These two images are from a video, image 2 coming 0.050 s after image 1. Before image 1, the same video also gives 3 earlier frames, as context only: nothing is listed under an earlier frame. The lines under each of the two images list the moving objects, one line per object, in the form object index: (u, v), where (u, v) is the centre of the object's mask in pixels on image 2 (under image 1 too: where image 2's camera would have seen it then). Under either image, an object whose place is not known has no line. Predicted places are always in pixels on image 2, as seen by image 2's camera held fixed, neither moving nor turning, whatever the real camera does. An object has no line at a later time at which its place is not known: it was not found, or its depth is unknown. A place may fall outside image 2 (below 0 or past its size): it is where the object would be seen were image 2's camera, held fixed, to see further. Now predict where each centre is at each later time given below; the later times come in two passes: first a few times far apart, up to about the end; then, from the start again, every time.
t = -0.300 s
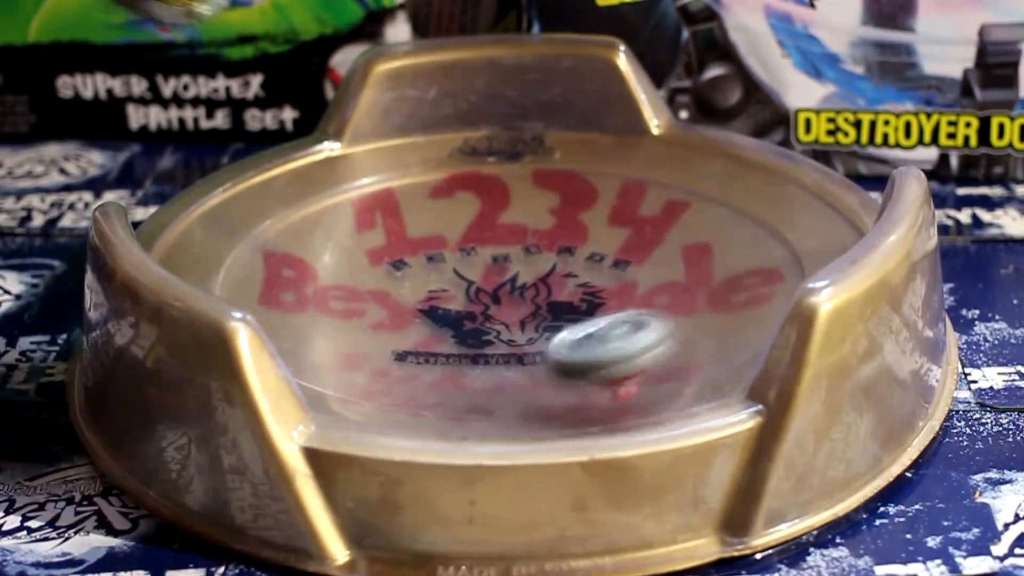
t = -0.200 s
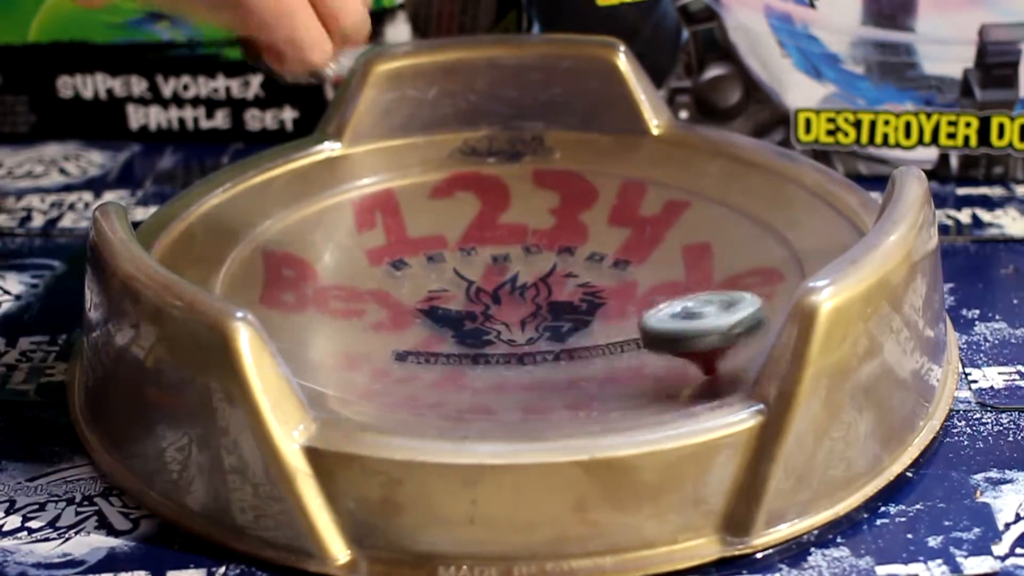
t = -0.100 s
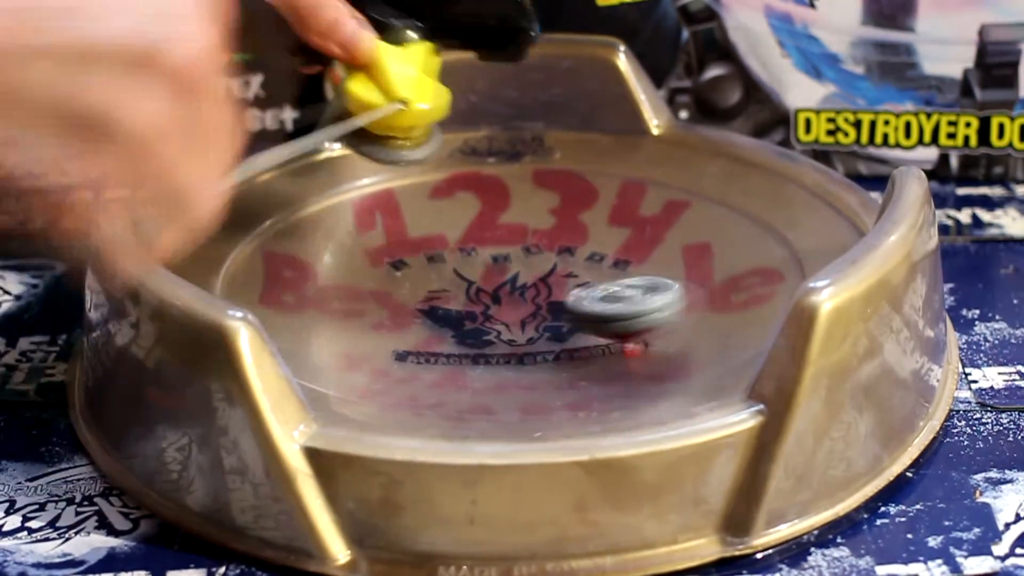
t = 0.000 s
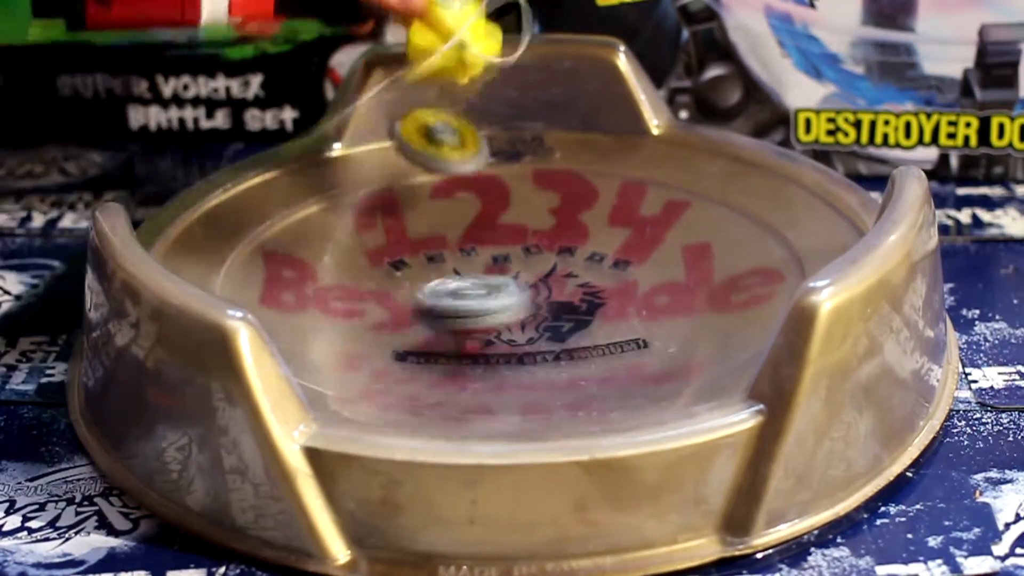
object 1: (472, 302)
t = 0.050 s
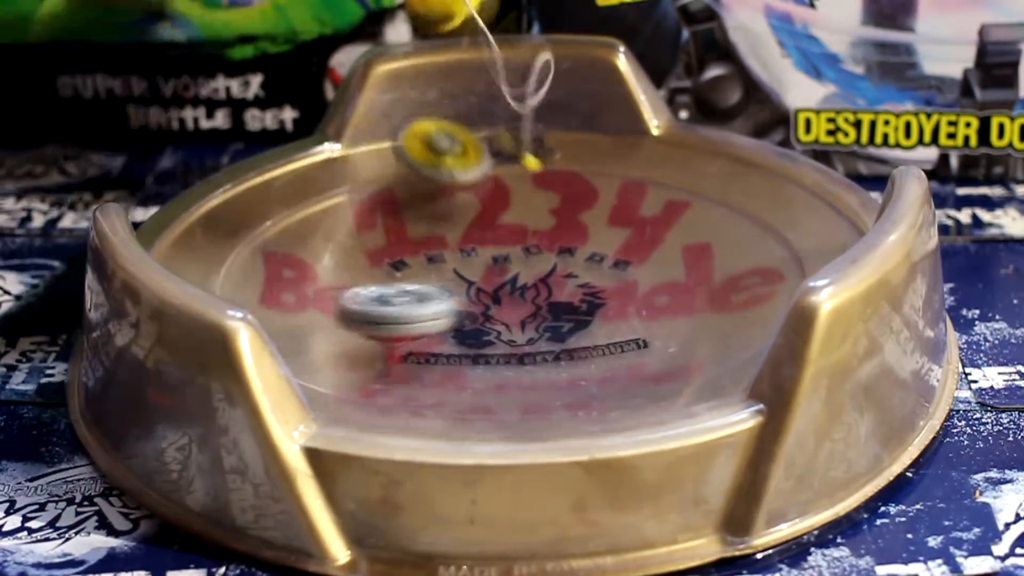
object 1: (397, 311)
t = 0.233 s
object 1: (405, 355)
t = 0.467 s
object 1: (476, 361)
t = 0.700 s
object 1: (363, 267)
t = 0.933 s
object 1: (226, 278)
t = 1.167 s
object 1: (398, 299)
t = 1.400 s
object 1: (319, 173)
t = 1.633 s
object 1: (288, 227)
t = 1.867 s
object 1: (518, 217)
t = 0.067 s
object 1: (378, 313)
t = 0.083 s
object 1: (360, 317)
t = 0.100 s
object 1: (342, 321)
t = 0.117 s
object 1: (330, 327)
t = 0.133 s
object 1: (323, 333)
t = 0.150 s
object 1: (331, 328)
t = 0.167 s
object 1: (346, 326)
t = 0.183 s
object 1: (363, 328)
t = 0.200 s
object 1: (379, 337)
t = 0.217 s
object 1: (397, 352)
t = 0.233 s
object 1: (405, 355)
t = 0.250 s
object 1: (411, 355)
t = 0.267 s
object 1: (417, 363)
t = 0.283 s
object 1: (419, 363)
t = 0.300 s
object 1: (421, 365)
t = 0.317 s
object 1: (425, 363)
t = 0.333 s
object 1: (429, 363)
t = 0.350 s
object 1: (434, 368)
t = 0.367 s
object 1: (439, 367)
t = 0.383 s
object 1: (444, 366)
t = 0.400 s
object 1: (448, 366)
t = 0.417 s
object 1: (452, 363)
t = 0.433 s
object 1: (458, 357)
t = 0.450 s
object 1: (466, 362)
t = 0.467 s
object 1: (476, 361)
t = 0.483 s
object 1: (484, 358)
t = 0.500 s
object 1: (490, 354)
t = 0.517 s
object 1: (497, 345)
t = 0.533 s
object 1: (502, 343)
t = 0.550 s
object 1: (505, 337)
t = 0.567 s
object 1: (503, 330)
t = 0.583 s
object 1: (496, 322)
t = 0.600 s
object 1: (487, 315)
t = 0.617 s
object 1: (475, 304)
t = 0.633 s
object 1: (457, 294)
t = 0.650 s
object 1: (437, 287)
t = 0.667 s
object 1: (416, 281)
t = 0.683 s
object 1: (390, 273)
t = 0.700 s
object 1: (363, 267)
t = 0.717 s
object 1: (339, 262)
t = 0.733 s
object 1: (313, 259)
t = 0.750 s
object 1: (284, 253)
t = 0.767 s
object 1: (261, 256)
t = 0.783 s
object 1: (238, 255)
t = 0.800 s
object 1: (227, 252)
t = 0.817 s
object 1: (226, 252)
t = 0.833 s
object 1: (224, 255)
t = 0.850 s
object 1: (225, 263)
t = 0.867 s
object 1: (227, 276)
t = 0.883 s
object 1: (228, 278)
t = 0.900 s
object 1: (226, 277)
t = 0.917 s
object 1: (226, 278)
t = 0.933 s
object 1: (226, 278)
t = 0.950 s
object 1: (228, 278)
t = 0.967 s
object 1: (232, 278)
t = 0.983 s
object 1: (237, 279)
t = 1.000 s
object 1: (241, 279)
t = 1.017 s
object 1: (246, 280)
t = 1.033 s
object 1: (253, 283)
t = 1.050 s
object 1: (267, 291)
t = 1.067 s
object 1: (280, 295)
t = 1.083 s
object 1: (297, 298)
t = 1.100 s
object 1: (315, 297)
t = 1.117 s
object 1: (337, 303)
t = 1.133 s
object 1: (358, 303)
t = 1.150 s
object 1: (379, 302)
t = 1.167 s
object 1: (398, 299)
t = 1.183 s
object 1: (413, 293)
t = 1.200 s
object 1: (424, 288)
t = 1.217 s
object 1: (432, 280)
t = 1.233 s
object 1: (437, 271)
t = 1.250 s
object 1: (437, 259)
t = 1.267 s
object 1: (435, 250)
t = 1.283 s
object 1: (430, 240)
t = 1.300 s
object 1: (421, 229)
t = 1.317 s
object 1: (410, 218)
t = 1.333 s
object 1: (394, 208)
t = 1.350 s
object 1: (377, 198)
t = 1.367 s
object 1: (358, 190)
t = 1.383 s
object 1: (339, 182)
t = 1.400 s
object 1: (319, 173)
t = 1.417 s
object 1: (301, 170)
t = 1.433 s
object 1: (292, 171)
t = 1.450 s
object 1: (283, 176)
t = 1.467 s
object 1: (275, 189)
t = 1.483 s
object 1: (270, 198)
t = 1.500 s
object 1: (268, 200)
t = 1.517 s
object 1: (266, 203)
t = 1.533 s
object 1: (266, 205)
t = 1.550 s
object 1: (266, 207)
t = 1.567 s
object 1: (268, 208)
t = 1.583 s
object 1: (272, 212)
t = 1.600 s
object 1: (276, 219)
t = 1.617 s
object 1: (281, 222)
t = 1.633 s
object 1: (288, 227)
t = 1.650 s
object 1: (300, 232)
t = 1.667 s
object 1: (310, 239)
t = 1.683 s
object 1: (327, 247)
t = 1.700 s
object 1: (349, 255)
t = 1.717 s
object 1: (369, 261)
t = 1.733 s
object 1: (388, 264)
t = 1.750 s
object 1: (408, 265)
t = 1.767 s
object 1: (437, 263)
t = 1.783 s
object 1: (455, 261)
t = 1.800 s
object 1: (474, 256)
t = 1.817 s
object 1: (489, 249)
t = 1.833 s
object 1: (500, 244)
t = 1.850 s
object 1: (510, 231)
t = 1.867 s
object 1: (518, 217)
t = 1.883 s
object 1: (521, 208)
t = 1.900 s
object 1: (521, 195)
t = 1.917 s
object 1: (519, 187)
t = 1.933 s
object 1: (511, 173)
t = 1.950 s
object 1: (503, 162)
